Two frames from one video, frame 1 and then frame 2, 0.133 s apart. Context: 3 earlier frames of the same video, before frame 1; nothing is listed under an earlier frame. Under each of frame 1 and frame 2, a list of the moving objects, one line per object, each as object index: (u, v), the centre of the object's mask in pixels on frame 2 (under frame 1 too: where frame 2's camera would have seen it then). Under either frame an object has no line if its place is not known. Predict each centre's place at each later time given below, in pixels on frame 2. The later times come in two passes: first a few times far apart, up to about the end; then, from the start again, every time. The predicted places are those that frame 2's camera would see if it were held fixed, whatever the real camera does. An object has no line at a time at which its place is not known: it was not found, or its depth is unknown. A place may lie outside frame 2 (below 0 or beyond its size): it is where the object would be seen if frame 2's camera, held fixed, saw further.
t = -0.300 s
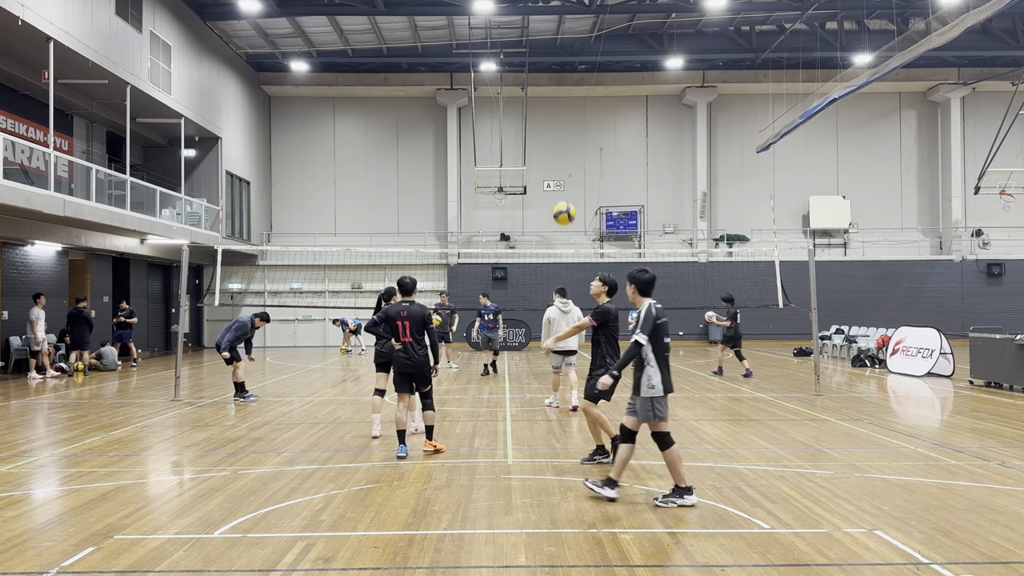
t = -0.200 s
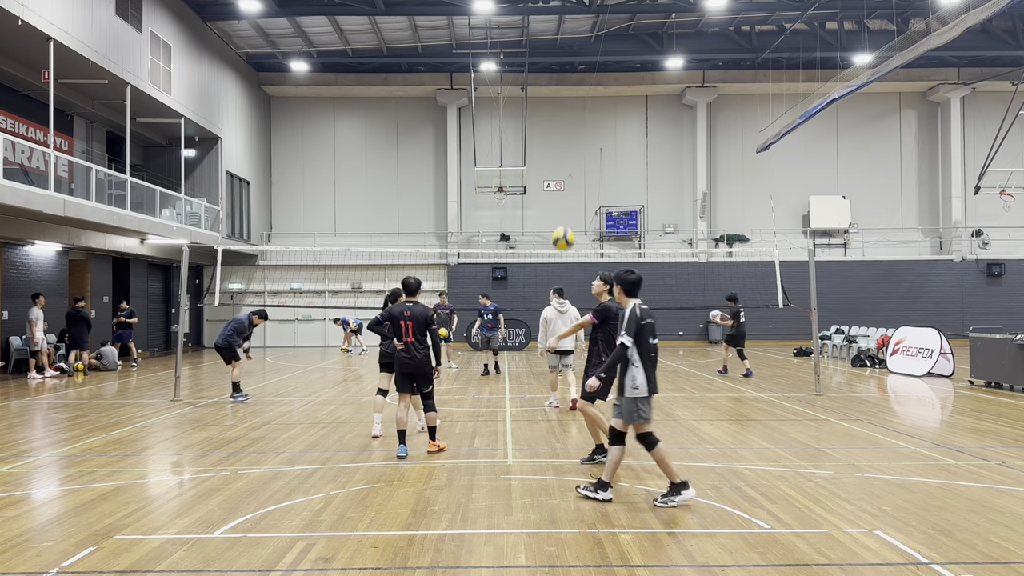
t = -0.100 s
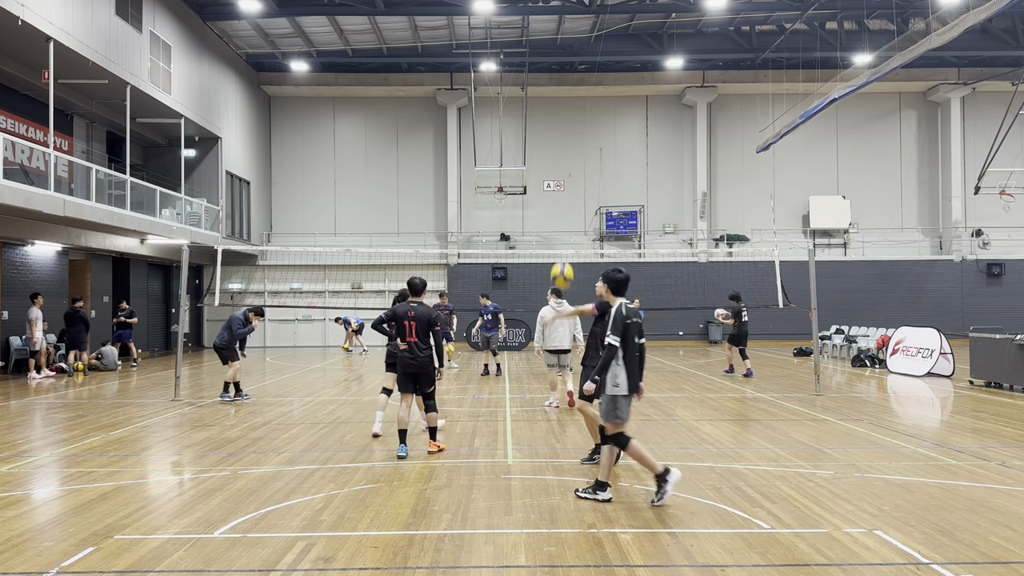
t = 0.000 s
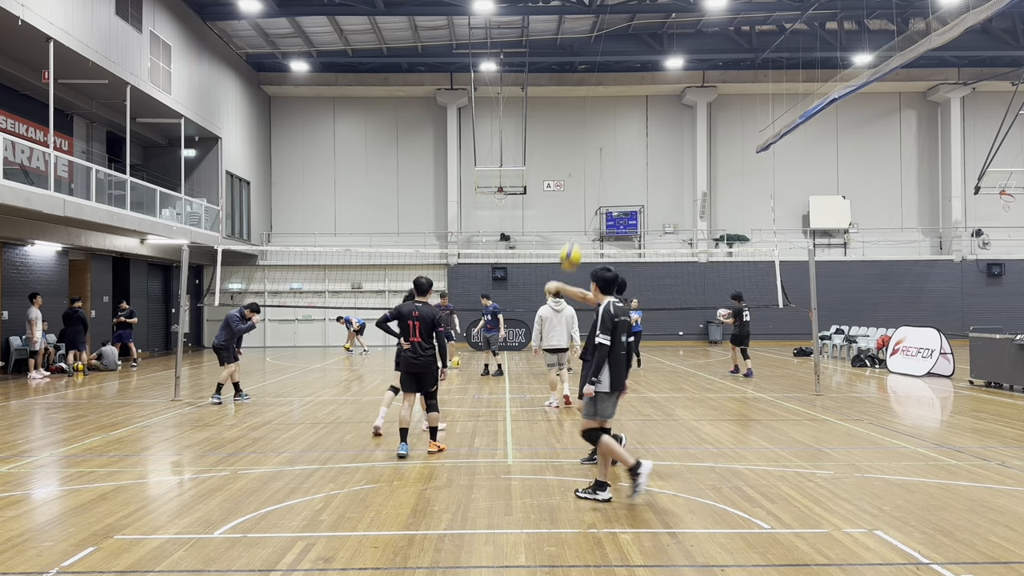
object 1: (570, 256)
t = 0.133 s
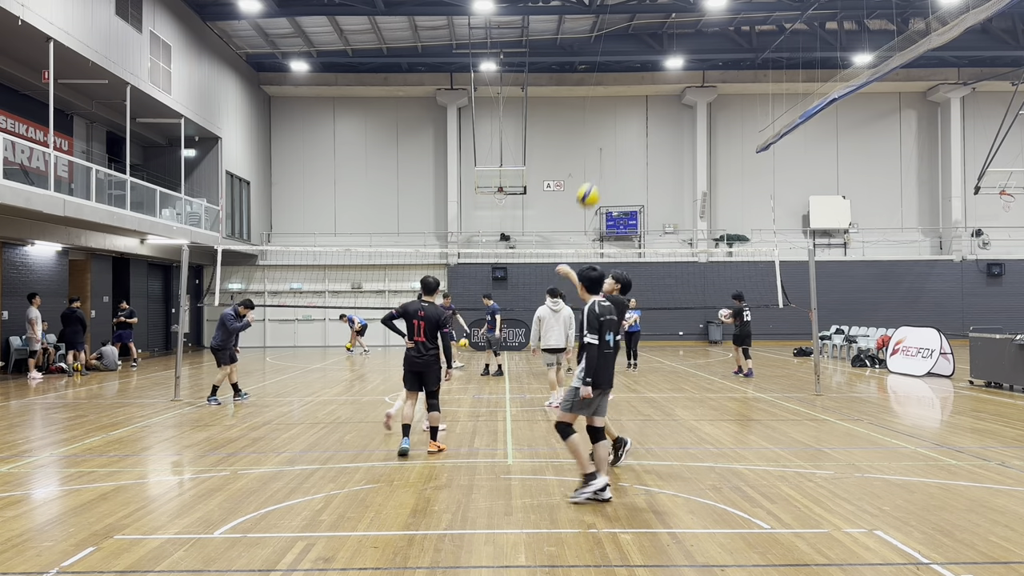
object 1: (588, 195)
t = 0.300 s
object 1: (609, 148)
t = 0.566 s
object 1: (641, 131)
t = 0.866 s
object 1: (675, 195)
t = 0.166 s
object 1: (592, 184)
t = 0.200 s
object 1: (596, 173)
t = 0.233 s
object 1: (601, 163)
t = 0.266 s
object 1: (605, 155)
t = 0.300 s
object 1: (609, 148)
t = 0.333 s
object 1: (613, 142)
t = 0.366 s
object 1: (618, 137)
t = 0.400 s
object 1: (622, 133)
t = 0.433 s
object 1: (626, 130)
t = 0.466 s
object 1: (630, 129)
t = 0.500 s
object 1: (633, 128)
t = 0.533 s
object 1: (637, 129)
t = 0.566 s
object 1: (641, 131)
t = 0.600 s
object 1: (645, 133)
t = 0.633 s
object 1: (649, 137)
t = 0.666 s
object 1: (653, 142)
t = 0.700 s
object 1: (656, 148)
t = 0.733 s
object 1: (660, 155)
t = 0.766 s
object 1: (664, 164)
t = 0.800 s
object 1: (667, 173)
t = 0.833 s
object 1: (671, 184)
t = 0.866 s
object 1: (675, 195)
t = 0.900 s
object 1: (679, 208)
